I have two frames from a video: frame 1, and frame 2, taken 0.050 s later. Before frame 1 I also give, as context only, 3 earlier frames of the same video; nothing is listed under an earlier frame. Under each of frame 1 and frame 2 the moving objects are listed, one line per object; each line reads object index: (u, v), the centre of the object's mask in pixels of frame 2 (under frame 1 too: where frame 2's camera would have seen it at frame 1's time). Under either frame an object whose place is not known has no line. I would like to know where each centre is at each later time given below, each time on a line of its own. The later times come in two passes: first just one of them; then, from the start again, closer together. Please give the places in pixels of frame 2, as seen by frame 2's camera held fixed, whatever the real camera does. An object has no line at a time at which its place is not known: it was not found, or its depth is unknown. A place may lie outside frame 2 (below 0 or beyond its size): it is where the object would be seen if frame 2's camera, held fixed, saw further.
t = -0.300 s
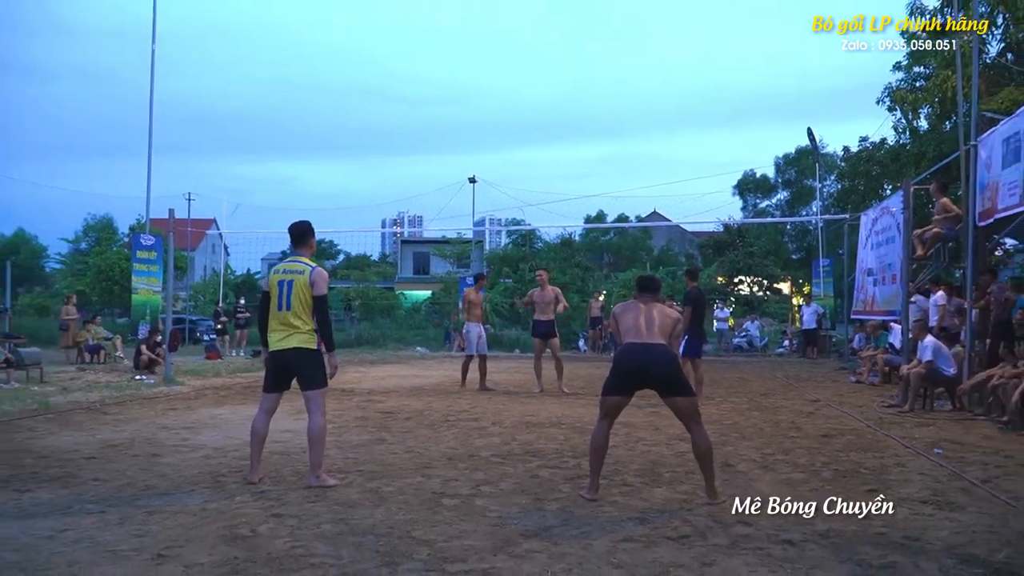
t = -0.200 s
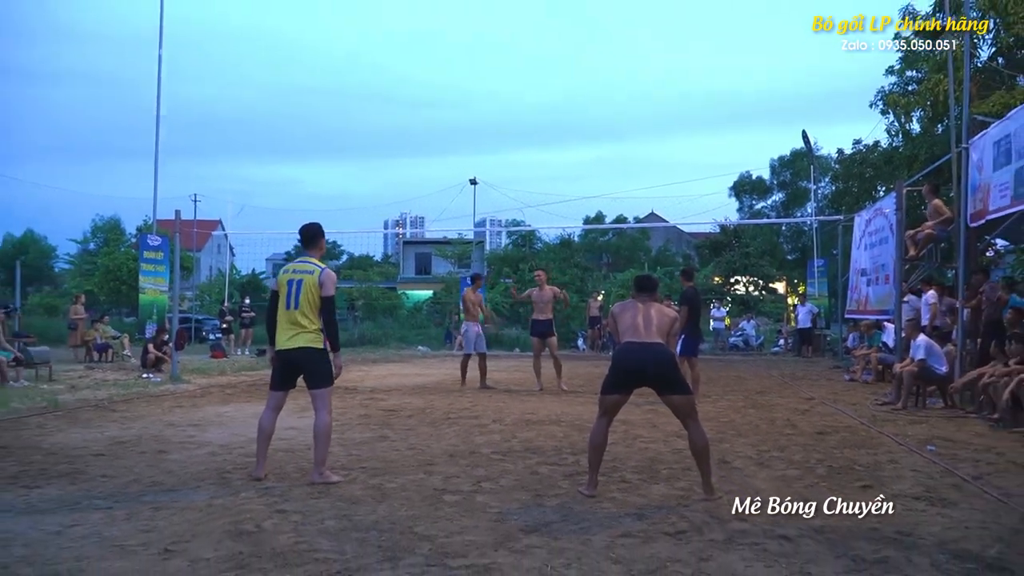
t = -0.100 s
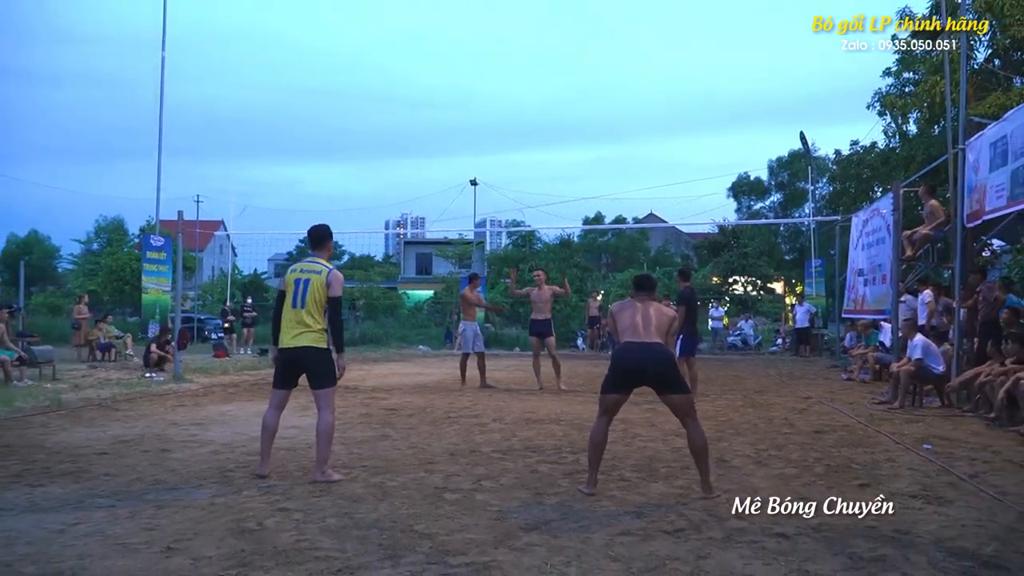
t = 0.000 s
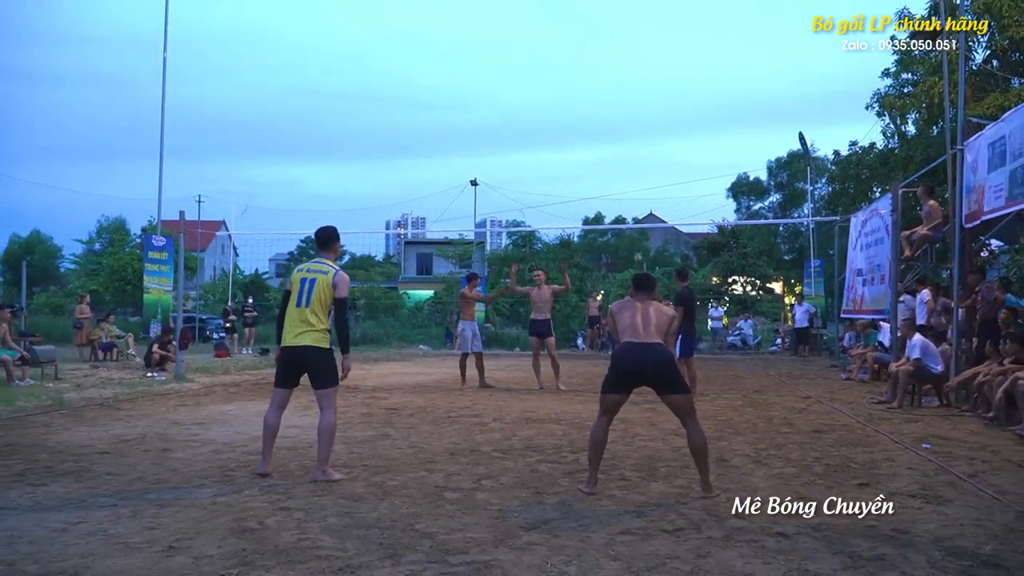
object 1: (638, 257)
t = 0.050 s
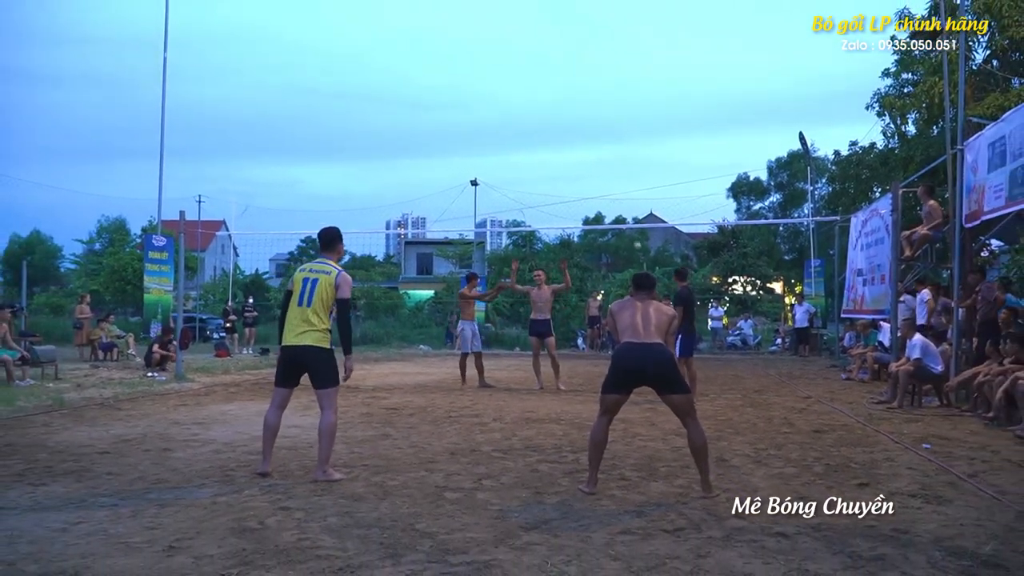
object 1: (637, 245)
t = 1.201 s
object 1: (625, 208)
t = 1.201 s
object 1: (625, 208)
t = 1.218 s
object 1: (625, 211)
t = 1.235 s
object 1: (626, 214)
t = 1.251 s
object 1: (623, 215)
